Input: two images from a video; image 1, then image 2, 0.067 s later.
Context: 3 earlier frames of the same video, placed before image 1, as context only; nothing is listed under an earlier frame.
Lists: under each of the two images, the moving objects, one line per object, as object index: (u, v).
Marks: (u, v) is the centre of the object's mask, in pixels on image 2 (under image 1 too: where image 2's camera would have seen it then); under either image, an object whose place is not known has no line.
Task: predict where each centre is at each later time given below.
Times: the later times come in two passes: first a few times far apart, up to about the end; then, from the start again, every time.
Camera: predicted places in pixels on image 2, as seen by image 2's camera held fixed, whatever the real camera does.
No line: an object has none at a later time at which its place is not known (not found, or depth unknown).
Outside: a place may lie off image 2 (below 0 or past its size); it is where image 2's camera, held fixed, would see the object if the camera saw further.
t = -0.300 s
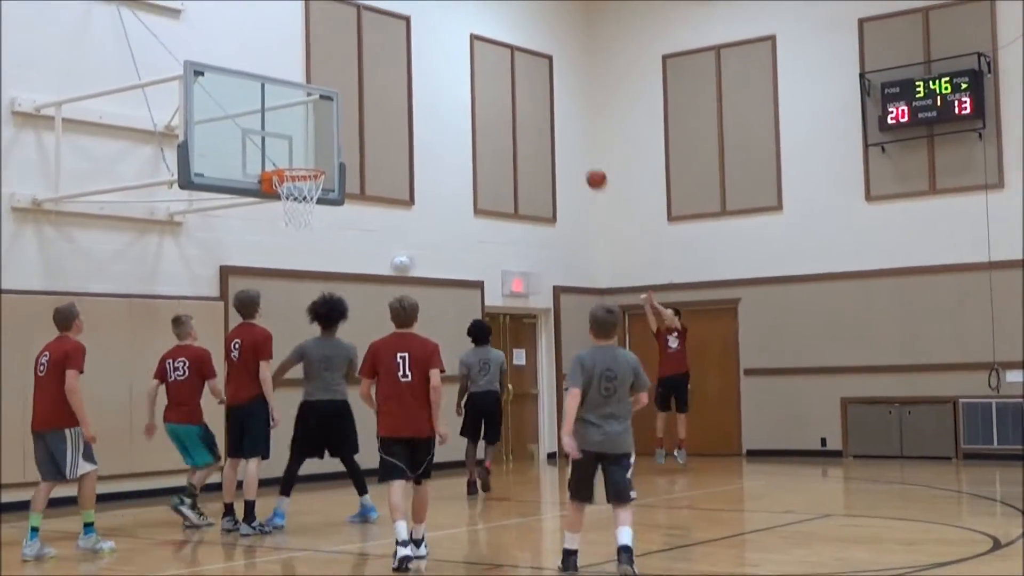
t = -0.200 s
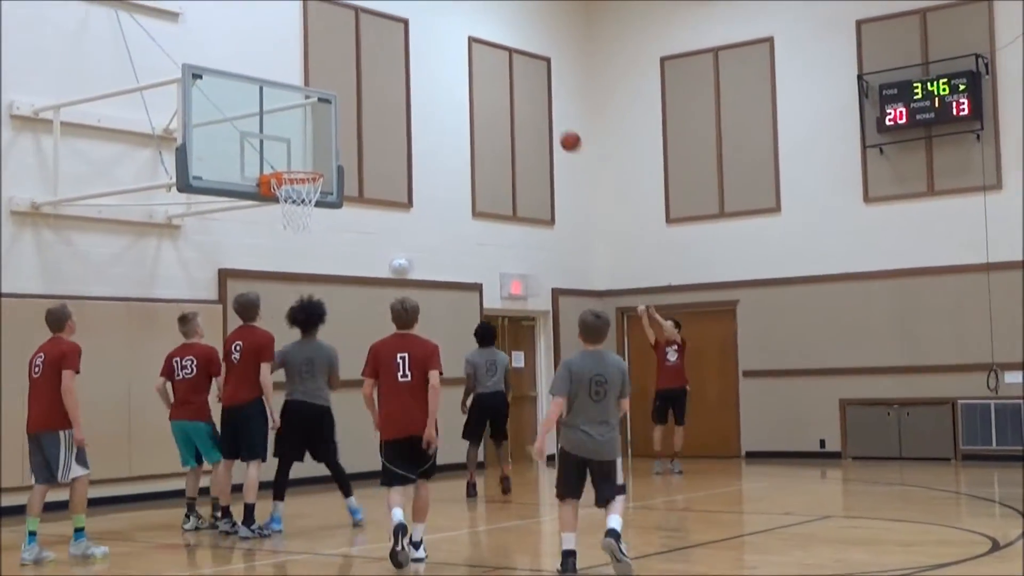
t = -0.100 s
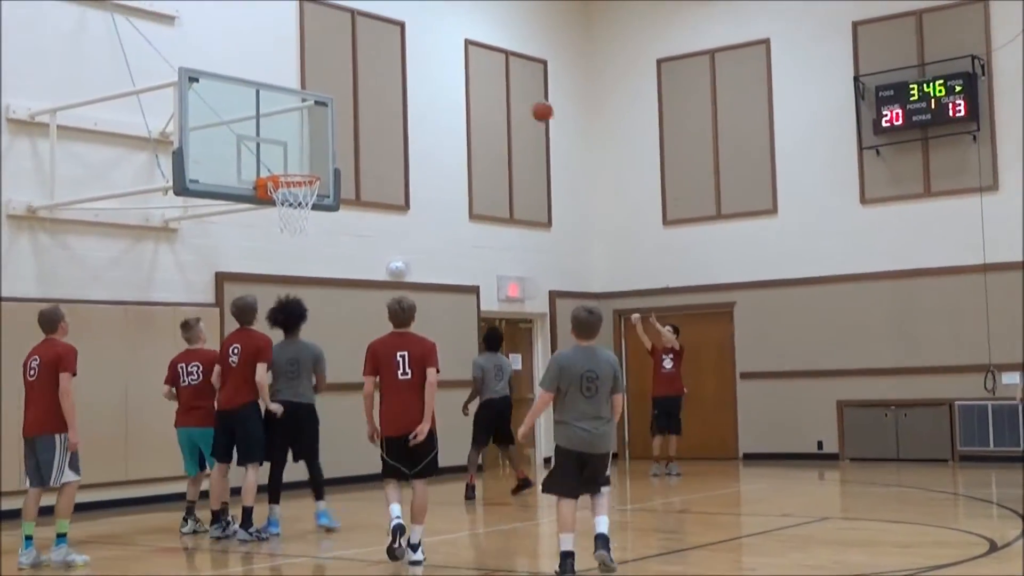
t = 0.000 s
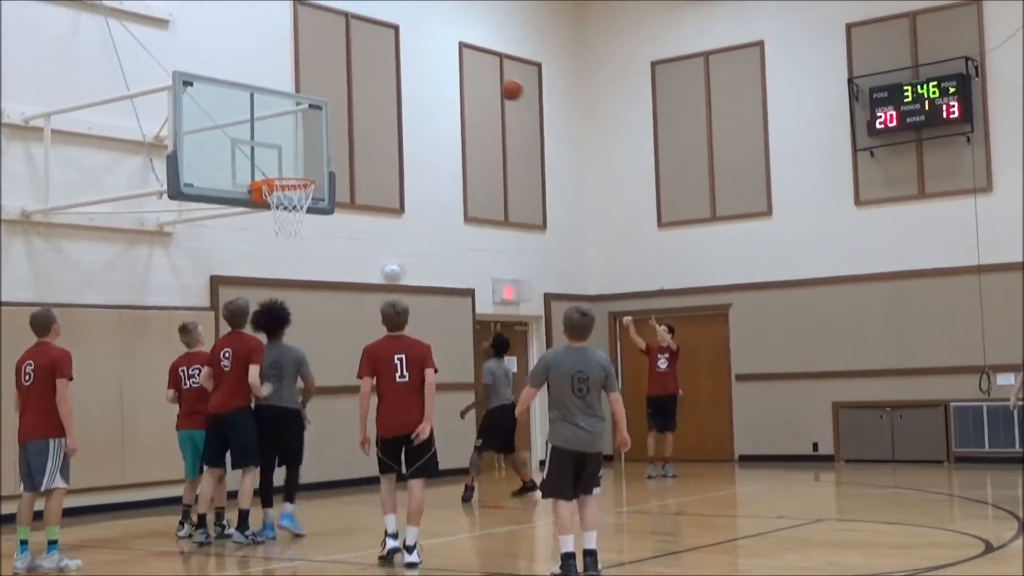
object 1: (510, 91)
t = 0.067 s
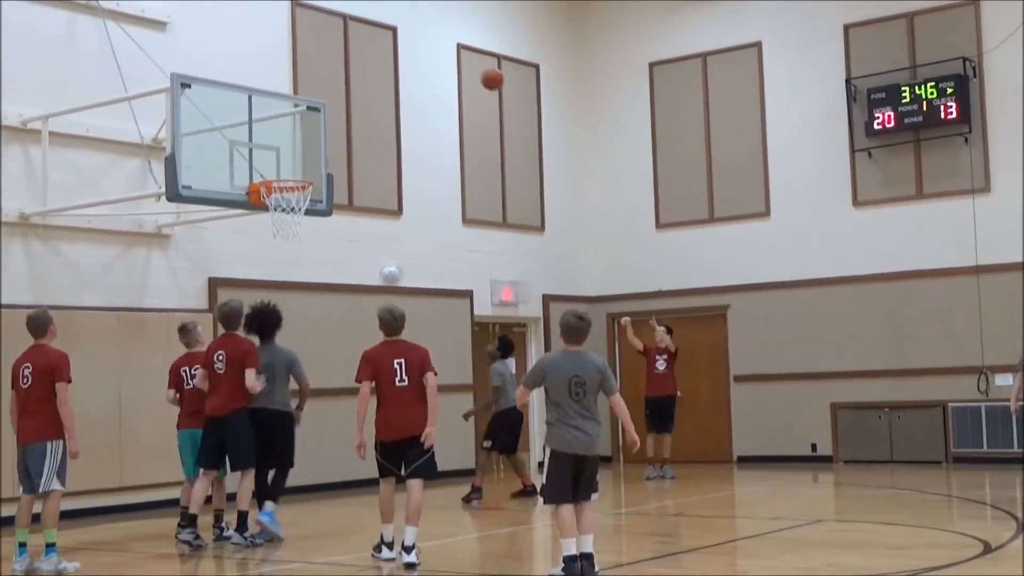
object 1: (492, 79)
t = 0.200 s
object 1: (457, 67)
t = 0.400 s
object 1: (401, 78)
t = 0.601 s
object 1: (343, 131)
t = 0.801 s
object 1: (314, 219)
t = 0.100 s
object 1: (483, 75)
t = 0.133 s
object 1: (474, 71)
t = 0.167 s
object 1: (465, 68)
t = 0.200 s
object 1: (457, 67)
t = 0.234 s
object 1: (447, 66)
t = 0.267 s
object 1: (438, 66)
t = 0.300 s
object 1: (429, 67)
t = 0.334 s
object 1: (420, 70)
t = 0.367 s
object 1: (410, 74)
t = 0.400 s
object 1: (401, 78)
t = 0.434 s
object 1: (392, 84)
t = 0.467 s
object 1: (381, 91)
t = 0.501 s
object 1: (372, 100)
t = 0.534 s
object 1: (362, 109)
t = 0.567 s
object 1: (353, 119)
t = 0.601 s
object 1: (343, 131)
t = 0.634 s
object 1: (333, 144)
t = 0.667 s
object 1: (323, 158)
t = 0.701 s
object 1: (313, 173)
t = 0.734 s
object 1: (312, 189)
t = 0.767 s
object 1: (313, 207)
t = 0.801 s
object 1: (314, 219)
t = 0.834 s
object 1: (319, 234)
